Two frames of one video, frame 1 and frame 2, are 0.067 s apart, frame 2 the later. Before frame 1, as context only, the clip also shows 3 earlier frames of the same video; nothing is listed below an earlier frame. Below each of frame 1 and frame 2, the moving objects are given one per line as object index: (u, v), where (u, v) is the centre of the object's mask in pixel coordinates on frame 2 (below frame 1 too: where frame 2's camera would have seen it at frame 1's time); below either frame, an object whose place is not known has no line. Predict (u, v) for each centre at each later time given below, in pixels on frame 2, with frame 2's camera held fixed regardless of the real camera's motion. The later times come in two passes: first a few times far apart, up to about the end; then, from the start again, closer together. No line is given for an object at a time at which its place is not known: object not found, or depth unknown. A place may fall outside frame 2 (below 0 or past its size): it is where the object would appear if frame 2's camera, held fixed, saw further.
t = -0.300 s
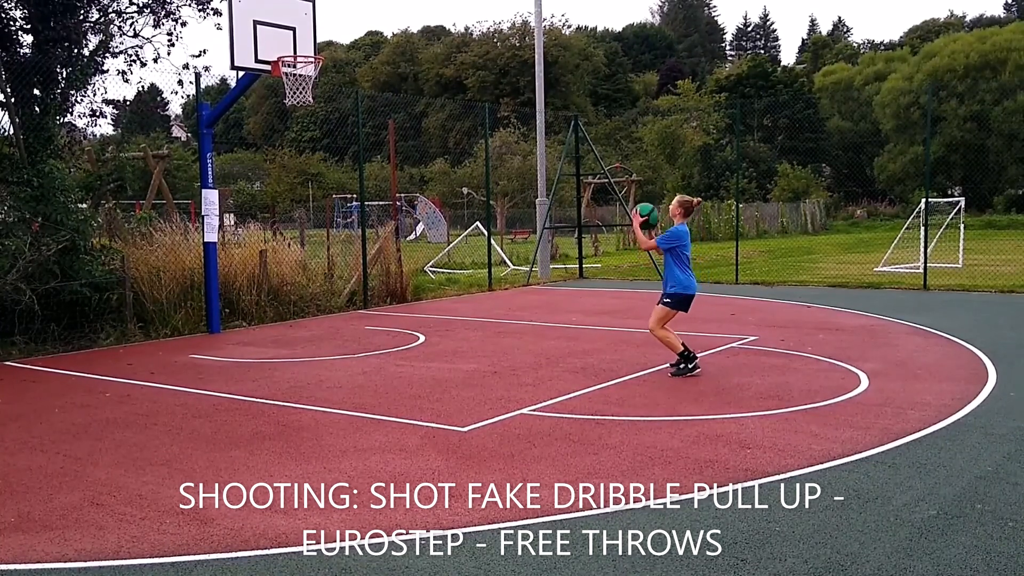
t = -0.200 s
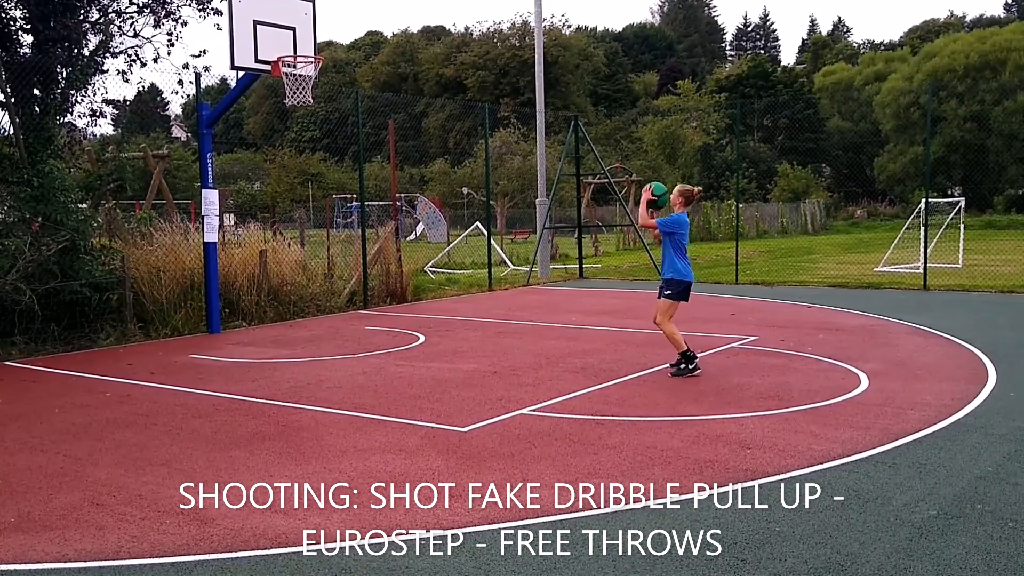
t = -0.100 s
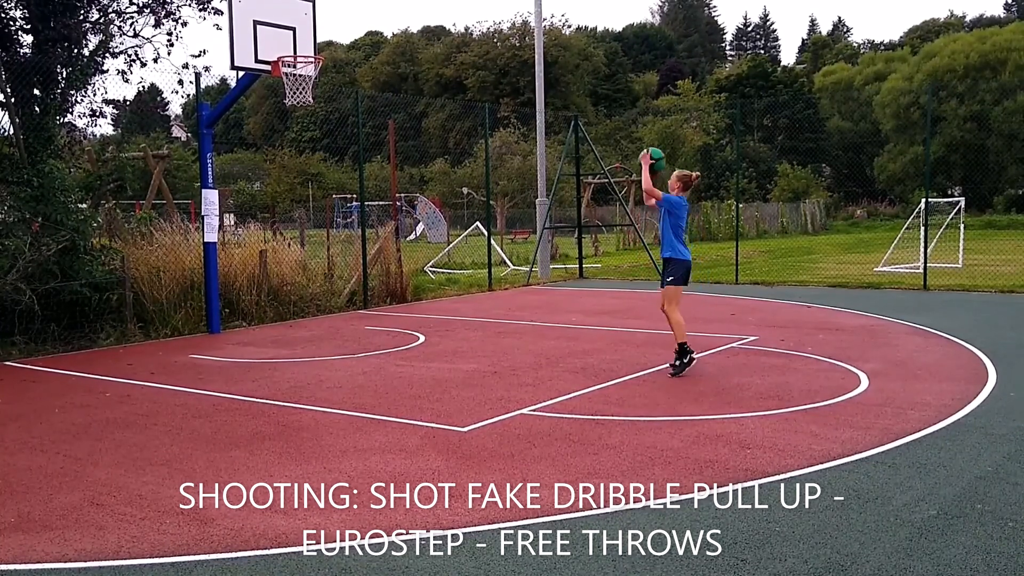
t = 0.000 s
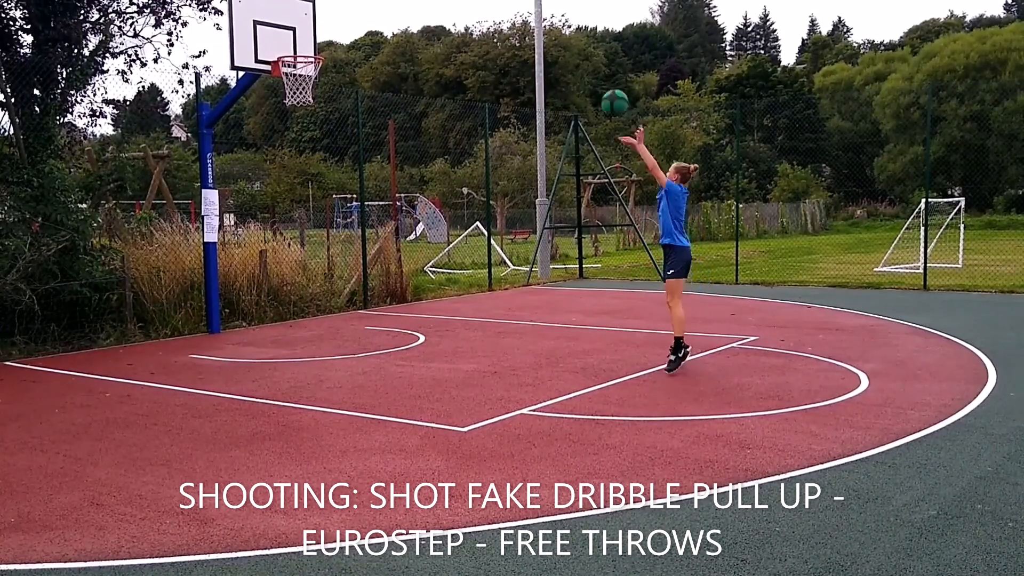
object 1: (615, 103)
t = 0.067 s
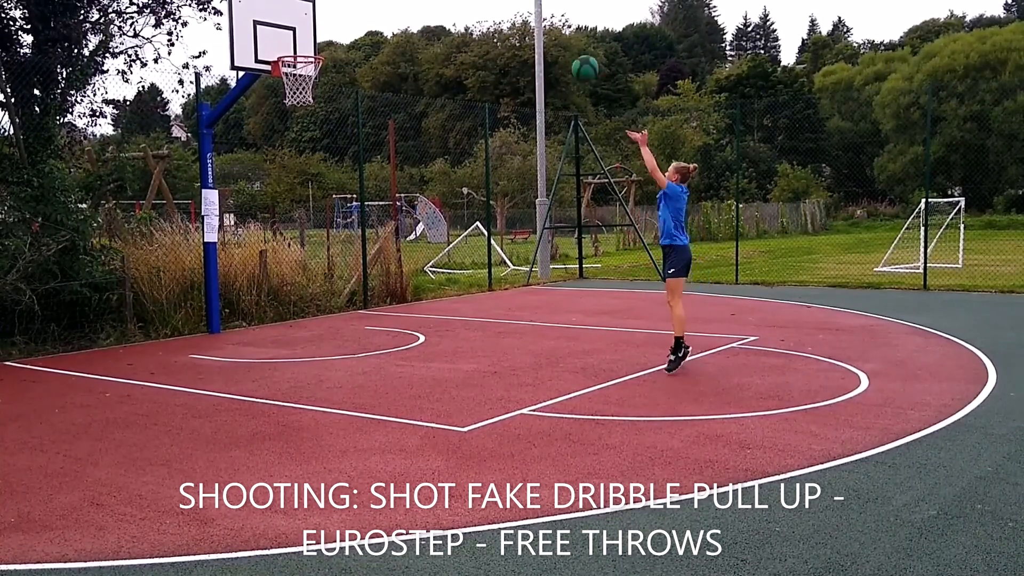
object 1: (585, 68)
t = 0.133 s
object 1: (557, 41)
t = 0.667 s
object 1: (358, 2)
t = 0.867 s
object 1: (299, 46)
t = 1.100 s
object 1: (303, 30)
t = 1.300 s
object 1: (325, 29)
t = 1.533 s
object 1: (352, 73)
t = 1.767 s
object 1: (378, 160)
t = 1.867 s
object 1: (390, 210)
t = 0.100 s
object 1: (571, 53)
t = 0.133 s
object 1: (557, 41)
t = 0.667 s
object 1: (358, 2)
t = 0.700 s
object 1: (348, 5)
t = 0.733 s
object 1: (337, 9)
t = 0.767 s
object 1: (327, 17)
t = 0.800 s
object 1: (317, 27)
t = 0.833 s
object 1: (308, 38)
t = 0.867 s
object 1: (299, 46)
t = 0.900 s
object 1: (295, 46)
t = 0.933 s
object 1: (290, 48)
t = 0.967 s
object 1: (288, 49)
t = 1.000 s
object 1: (291, 44)
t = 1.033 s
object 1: (295, 39)
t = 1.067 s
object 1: (299, 34)
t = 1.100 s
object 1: (303, 30)
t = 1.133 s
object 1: (306, 28)
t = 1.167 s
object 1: (310, 26)
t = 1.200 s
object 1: (314, 25)
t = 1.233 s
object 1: (318, 25)
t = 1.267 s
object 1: (322, 27)
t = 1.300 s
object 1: (325, 29)
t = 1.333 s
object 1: (329, 33)
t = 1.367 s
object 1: (333, 37)
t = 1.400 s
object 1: (337, 42)
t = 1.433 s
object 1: (341, 48)
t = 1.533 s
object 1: (352, 73)
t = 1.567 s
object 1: (356, 82)
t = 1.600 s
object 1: (360, 93)
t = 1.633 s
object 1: (363, 104)
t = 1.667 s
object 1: (367, 118)
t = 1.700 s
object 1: (371, 130)
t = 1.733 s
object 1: (375, 144)
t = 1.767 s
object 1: (378, 160)
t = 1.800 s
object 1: (383, 175)
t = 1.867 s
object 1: (390, 210)
